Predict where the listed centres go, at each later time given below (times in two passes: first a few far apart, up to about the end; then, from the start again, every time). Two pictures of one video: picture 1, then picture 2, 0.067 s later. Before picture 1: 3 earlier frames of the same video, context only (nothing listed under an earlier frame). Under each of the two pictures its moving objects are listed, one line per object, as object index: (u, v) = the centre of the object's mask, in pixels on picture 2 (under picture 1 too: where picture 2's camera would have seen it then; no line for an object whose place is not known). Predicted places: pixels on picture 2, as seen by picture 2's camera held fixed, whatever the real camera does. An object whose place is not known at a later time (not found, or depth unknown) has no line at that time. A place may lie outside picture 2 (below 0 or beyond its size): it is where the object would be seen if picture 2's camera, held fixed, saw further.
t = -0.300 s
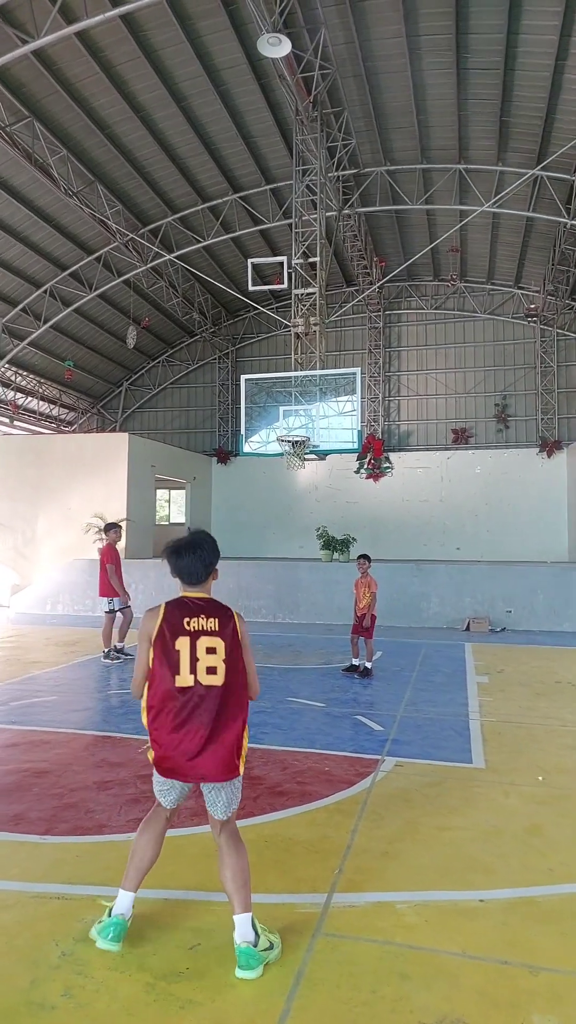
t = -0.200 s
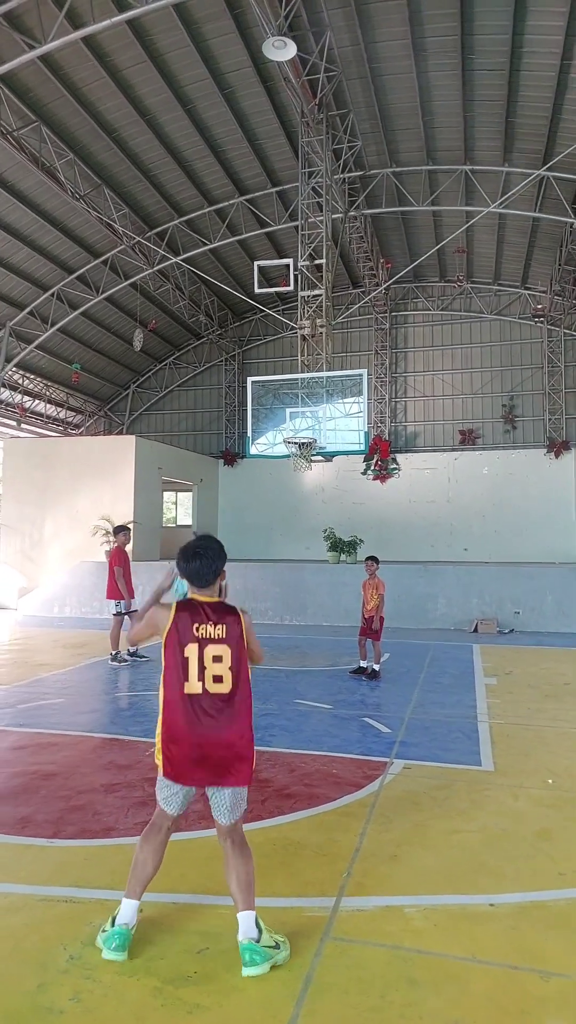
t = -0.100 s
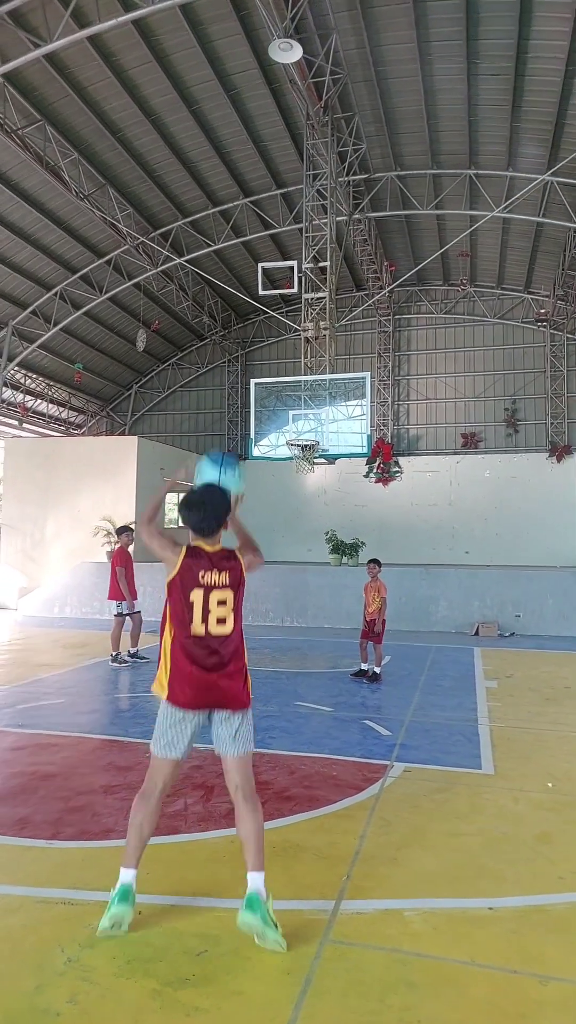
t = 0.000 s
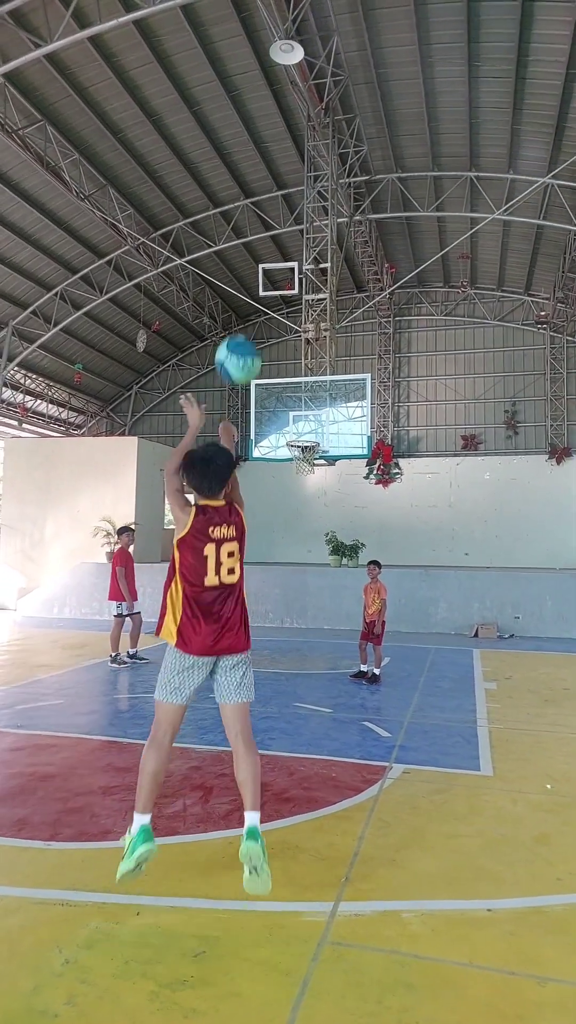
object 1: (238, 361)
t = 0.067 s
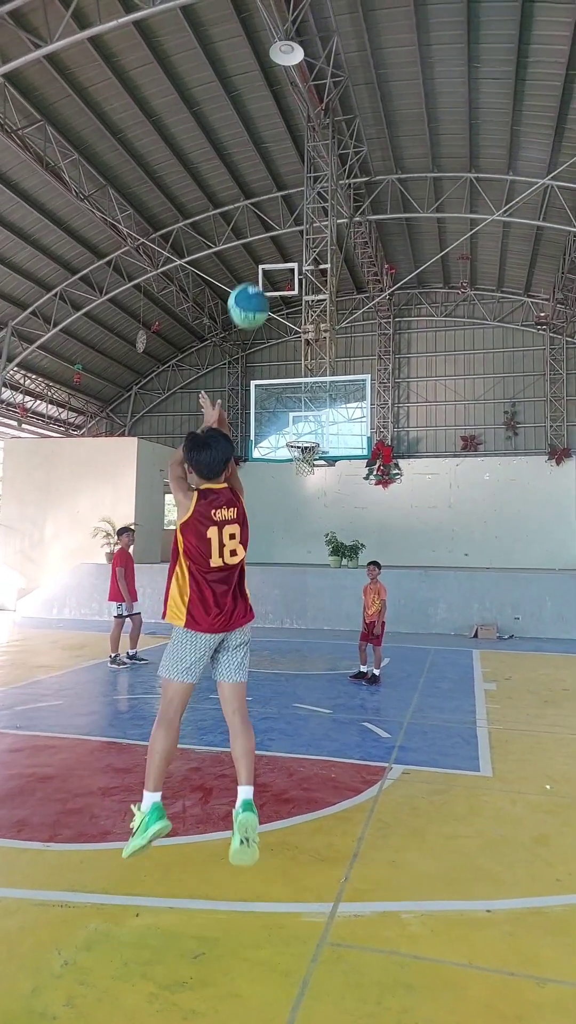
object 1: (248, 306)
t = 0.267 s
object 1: (270, 226)
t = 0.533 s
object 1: (288, 226)
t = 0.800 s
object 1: (297, 284)
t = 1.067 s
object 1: (302, 375)
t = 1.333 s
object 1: (301, 446)
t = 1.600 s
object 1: (302, 469)
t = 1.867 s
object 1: (318, 521)
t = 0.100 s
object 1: (253, 285)
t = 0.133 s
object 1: (257, 268)
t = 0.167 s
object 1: (261, 253)
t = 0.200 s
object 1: (264, 242)
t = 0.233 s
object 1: (267, 233)
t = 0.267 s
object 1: (270, 226)
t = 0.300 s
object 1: (273, 221)
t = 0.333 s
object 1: (275, 218)
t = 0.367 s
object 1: (278, 216)
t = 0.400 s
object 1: (280, 216)
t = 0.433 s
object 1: (282, 217)
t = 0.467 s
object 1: (285, 219)
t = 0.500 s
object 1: (286, 222)
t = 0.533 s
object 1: (288, 226)
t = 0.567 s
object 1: (290, 232)
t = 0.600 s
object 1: (291, 237)
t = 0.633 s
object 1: (292, 244)
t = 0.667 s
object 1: (293, 250)
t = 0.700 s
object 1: (295, 258)
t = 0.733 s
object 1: (296, 266)
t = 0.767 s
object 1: (297, 276)
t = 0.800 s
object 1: (297, 284)
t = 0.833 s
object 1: (298, 294)
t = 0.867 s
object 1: (299, 305)
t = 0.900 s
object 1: (300, 315)
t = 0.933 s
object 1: (301, 327)
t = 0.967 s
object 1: (301, 339)
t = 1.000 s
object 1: (301, 350)
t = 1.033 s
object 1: (301, 362)
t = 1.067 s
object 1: (302, 375)
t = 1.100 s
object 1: (303, 389)
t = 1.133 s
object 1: (302, 402)
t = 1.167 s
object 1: (304, 416)
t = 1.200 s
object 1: (303, 429)
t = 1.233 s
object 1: (304, 437)
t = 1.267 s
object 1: (305, 443)
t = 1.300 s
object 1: (304, 446)
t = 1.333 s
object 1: (301, 446)
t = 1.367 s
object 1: (297, 446)
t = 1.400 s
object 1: (294, 448)
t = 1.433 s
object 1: (294, 451)
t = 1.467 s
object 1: (293, 454)
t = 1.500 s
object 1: (297, 458)
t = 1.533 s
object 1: (299, 463)
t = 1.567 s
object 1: (299, 465)
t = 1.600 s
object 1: (302, 469)
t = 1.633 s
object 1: (304, 473)
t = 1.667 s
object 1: (306, 479)
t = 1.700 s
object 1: (308, 484)
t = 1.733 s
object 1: (310, 490)
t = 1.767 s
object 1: (312, 497)
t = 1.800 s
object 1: (314, 504)
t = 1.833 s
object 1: (316, 512)
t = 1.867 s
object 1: (318, 521)
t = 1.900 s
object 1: (321, 531)
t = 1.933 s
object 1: (323, 540)
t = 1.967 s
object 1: (324, 551)
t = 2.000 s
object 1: (327, 563)
